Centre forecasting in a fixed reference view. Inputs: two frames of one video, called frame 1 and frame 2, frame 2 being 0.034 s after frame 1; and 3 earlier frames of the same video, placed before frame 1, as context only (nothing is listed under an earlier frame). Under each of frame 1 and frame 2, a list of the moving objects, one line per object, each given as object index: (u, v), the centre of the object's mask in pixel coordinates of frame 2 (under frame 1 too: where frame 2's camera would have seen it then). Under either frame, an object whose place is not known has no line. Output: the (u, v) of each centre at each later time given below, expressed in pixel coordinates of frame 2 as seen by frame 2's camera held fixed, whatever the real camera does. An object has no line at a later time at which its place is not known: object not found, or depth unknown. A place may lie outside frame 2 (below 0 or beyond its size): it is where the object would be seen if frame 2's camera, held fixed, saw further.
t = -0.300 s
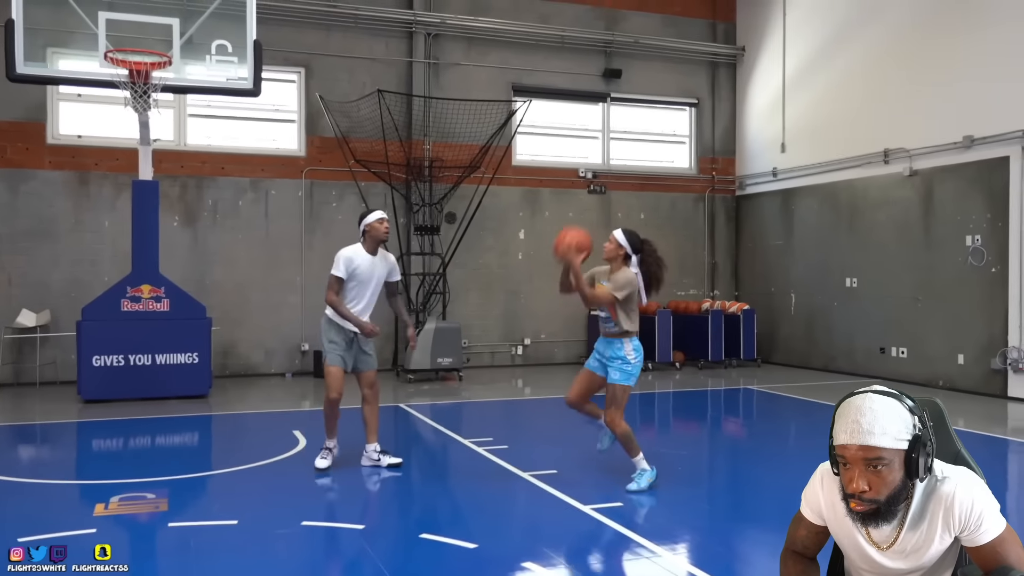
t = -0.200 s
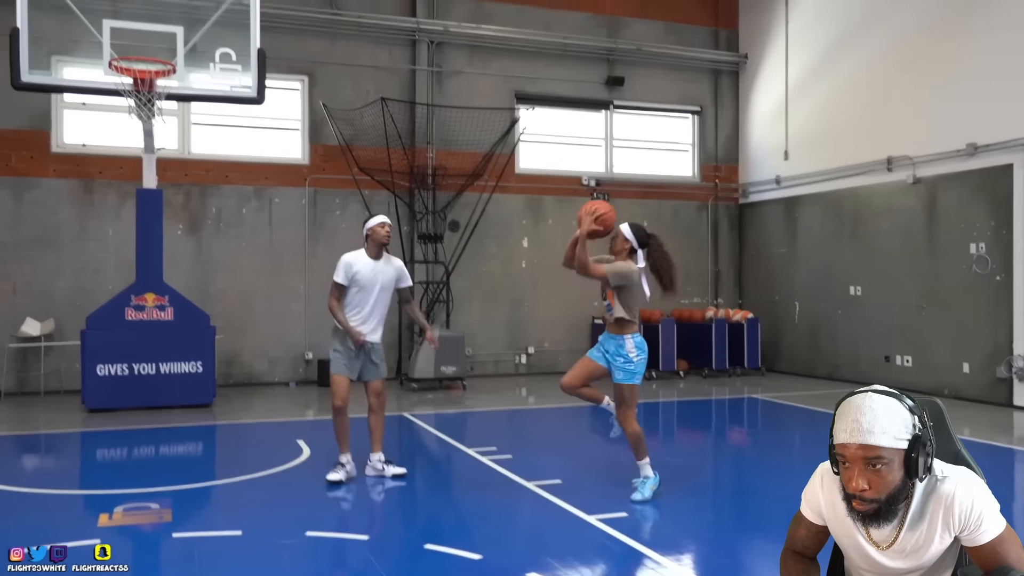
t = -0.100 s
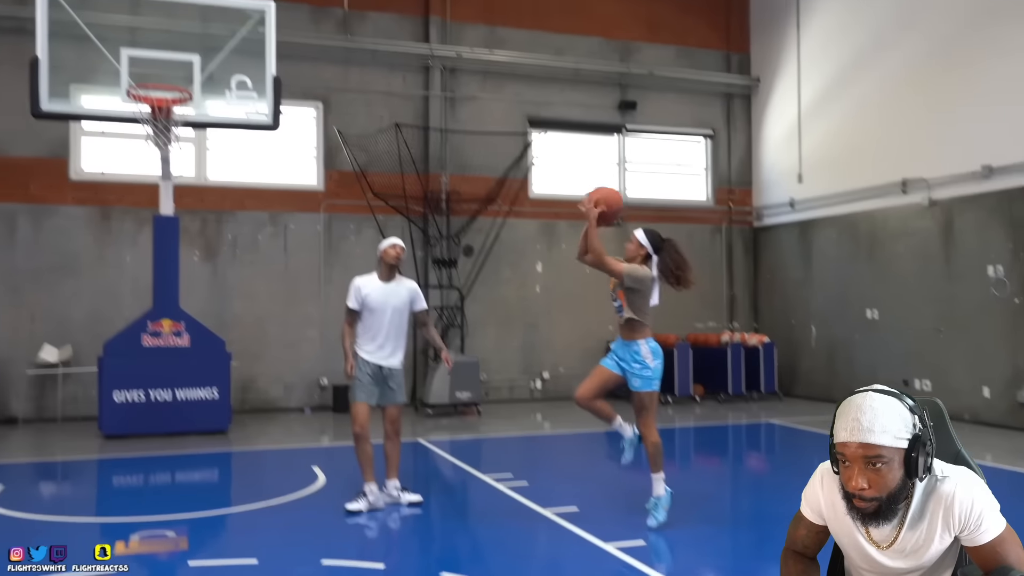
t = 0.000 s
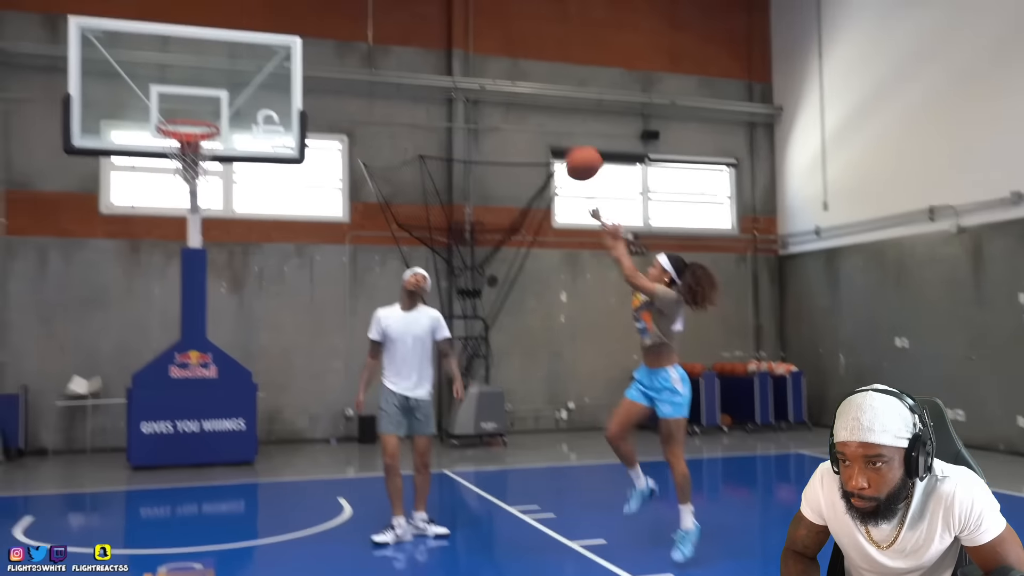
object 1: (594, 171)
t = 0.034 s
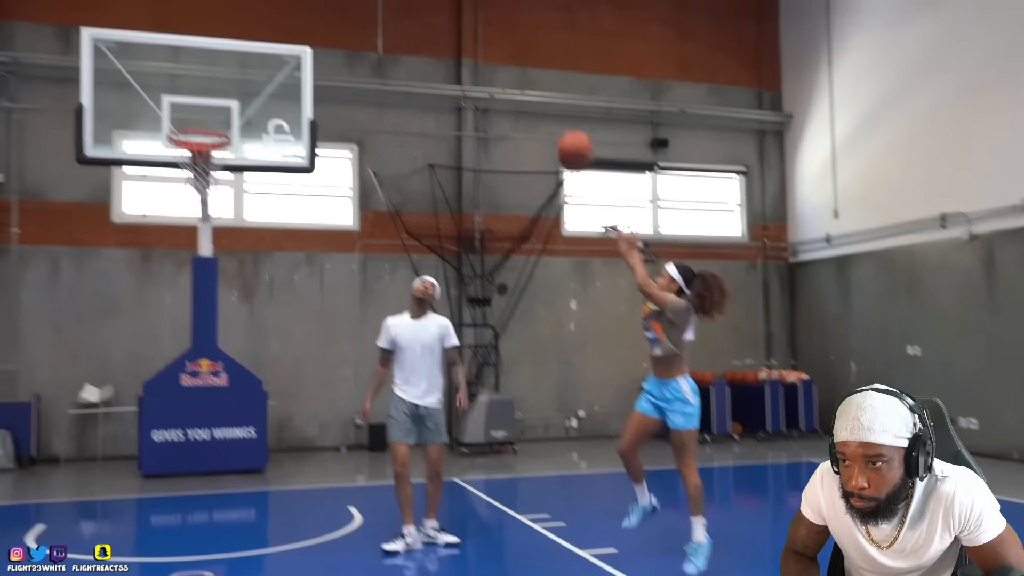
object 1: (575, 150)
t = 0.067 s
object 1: (554, 128)
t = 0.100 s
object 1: (535, 109)
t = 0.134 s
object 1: (517, 92)
